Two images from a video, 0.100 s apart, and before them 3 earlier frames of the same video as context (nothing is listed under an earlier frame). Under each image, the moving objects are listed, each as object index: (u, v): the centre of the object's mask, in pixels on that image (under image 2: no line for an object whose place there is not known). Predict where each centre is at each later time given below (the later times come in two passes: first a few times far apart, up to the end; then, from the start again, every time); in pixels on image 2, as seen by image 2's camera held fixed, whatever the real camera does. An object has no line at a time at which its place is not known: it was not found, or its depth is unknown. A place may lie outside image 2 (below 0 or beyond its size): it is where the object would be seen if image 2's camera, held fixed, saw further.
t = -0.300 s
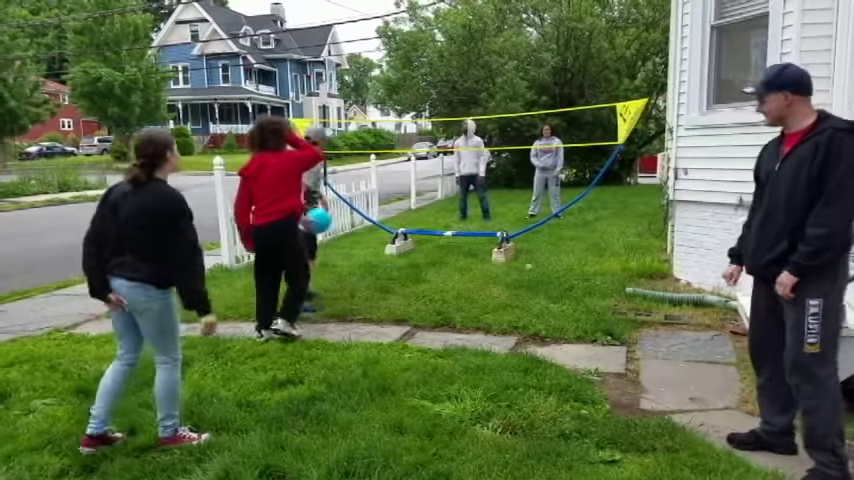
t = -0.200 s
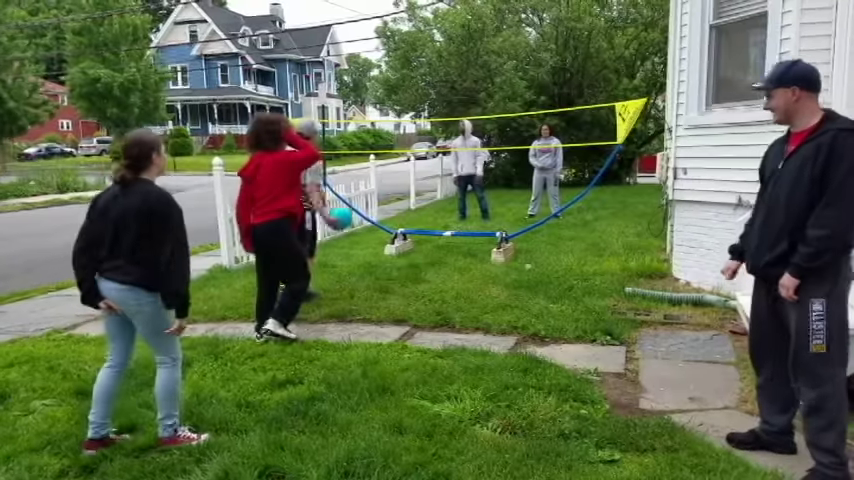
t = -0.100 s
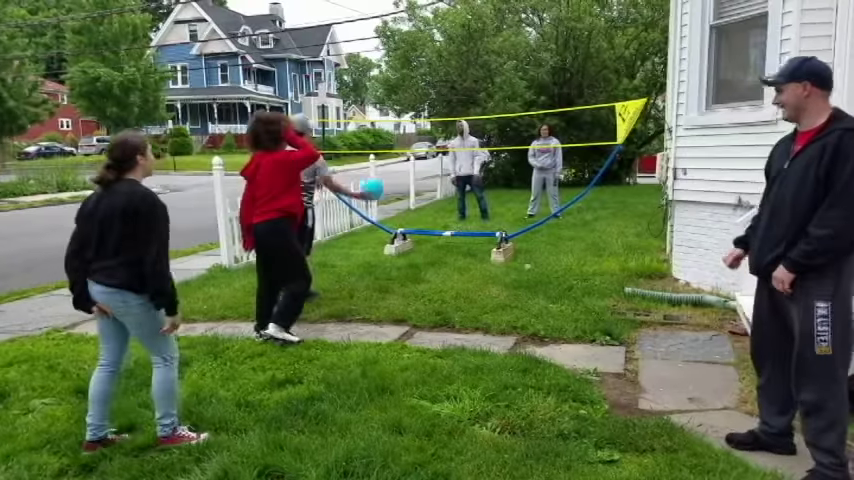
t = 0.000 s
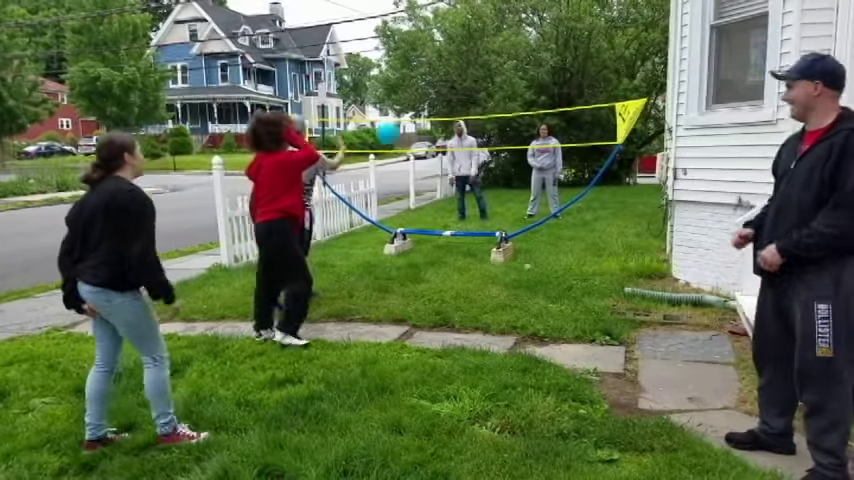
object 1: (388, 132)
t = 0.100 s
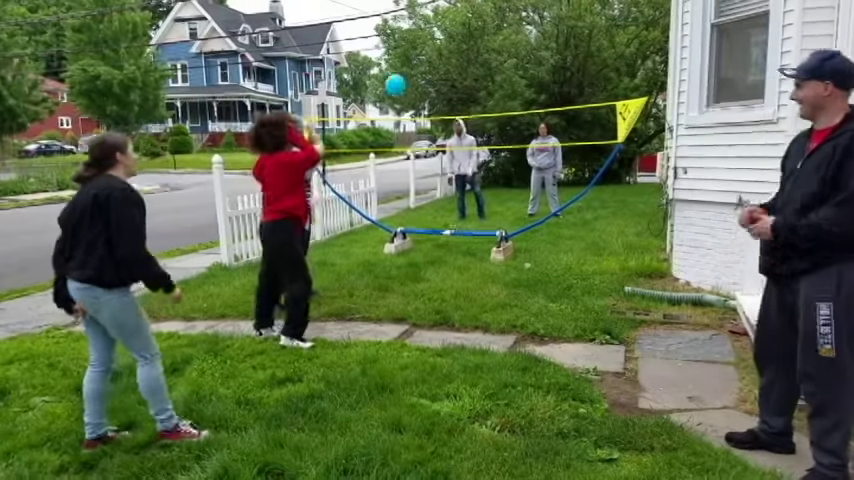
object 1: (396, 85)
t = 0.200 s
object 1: (404, 55)
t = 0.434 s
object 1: (416, 28)
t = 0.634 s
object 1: (426, 41)
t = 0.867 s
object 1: (436, 83)
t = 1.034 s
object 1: (443, 125)
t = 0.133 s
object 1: (399, 73)
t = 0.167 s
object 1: (404, 63)
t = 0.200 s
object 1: (404, 55)
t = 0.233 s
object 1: (406, 49)
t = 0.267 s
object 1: (407, 43)
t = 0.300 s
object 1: (410, 38)
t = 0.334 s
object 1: (412, 32)
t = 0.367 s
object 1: (415, 30)
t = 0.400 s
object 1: (416, 28)
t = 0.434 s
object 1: (416, 28)
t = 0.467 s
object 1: (418, 28)
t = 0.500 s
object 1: (420, 29)
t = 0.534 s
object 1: (421, 31)
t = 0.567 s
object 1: (421, 33)
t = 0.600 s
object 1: (422, 36)
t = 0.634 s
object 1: (426, 41)
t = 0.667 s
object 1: (427, 44)
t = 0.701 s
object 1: (429, 50)
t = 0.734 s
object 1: (430, 57)
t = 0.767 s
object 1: (431, 63)
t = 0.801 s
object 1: (432, 69)
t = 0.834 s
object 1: (434, 75)
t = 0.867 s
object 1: (436, 83)
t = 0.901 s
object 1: (438, 91)
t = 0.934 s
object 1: (439, 100)
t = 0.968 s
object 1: (440, 108)
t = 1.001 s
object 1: (441, 116)
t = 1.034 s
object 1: (443, 125)
